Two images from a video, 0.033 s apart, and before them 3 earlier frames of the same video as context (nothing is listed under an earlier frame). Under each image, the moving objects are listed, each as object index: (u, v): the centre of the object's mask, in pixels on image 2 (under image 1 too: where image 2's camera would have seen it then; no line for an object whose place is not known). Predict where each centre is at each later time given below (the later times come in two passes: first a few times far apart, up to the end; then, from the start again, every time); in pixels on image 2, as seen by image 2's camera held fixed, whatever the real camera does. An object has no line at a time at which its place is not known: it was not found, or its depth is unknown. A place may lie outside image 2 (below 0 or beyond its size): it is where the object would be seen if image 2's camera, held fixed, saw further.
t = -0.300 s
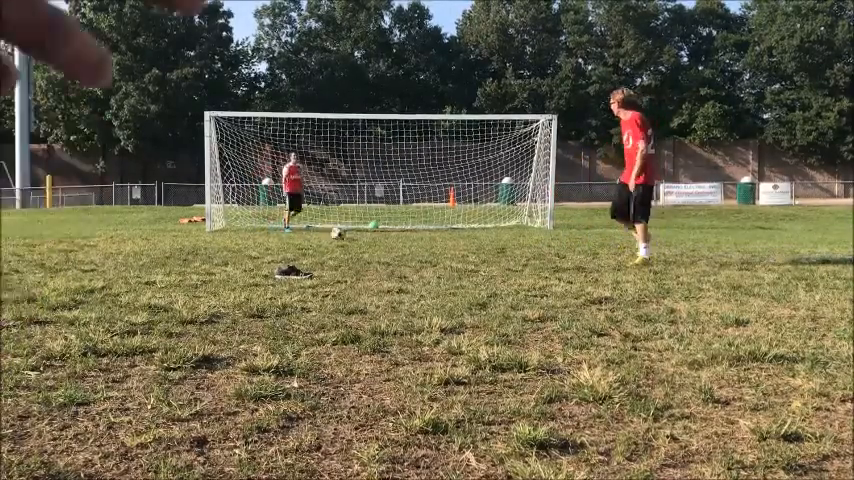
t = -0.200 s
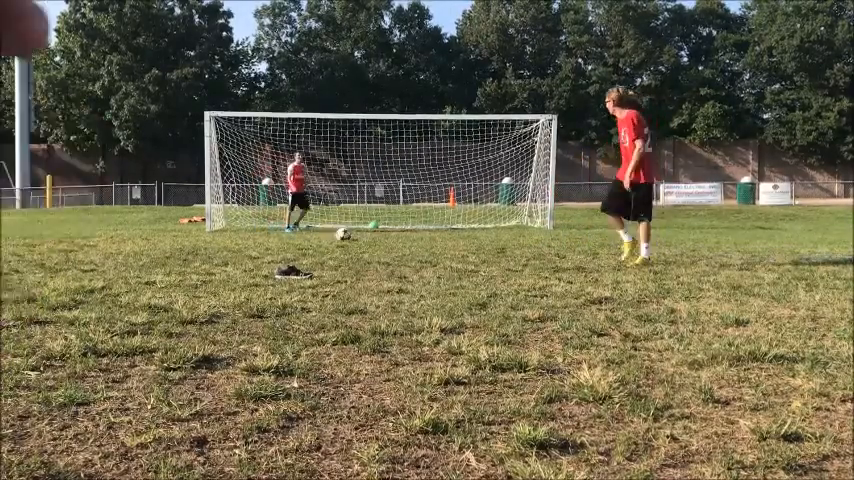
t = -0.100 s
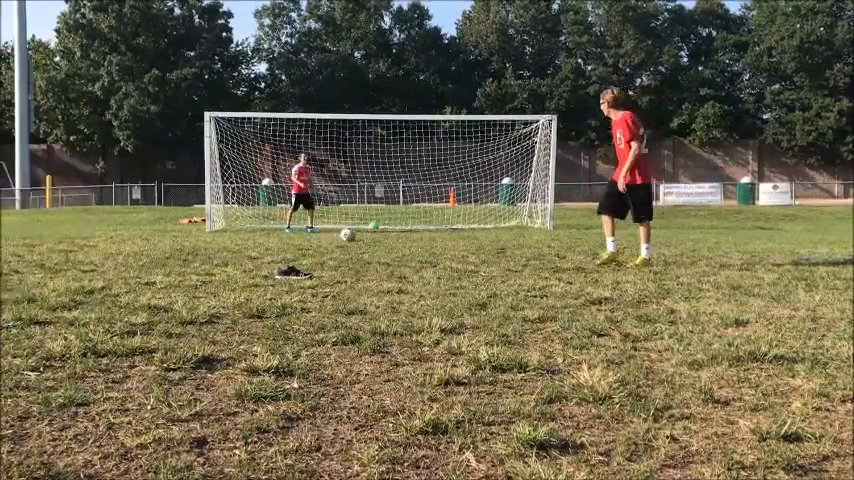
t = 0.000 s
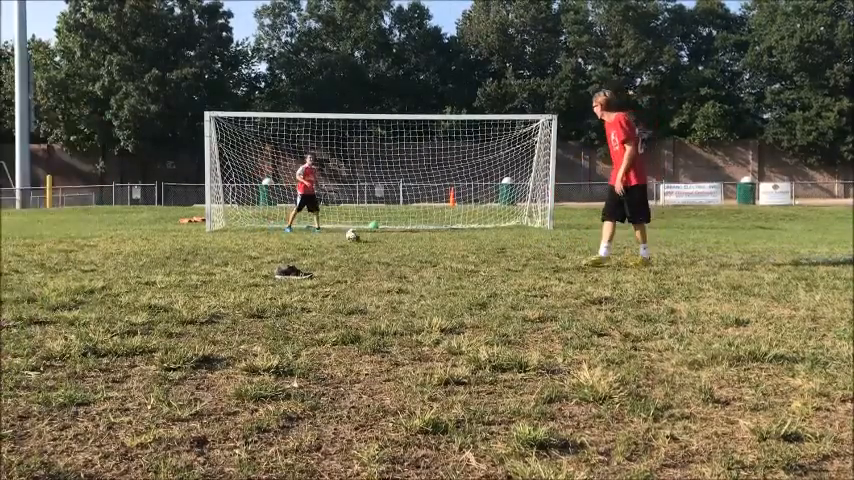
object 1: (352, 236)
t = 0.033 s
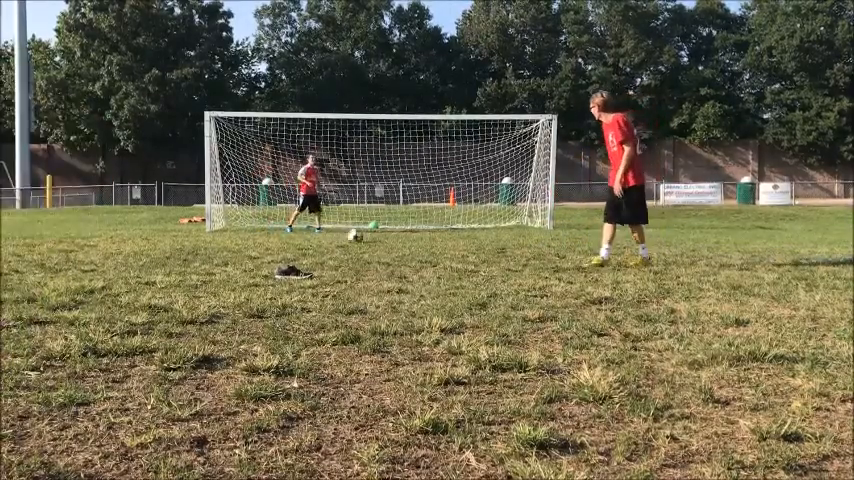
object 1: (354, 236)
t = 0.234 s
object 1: (366, 237)
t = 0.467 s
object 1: (380, 238)
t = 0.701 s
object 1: (393, 240)
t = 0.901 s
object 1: (407, 242)
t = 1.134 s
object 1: (424, 246)
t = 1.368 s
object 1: (443, 248)
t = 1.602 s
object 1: (461, 250)
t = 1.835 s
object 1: (478, 253)
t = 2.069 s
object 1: (495, 256)
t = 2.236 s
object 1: (507, 256)
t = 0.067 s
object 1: (356, 236)
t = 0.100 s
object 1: (359, 235)
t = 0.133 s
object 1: (360, 235)
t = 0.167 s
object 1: (361, 235)
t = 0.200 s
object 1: (362, 236)
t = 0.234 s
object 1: (366, 237)
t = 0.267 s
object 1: (368, 237)
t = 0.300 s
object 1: (370, 236)
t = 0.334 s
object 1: (372, 237)
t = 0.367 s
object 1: (374, 237)
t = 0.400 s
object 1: (377, 238)
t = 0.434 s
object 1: (378, 239)
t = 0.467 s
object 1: (380, 238)
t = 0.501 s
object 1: (382, 238)
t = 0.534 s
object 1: (384, 239)
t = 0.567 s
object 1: (386, 240)
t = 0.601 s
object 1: (389, 240)
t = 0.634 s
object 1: (390, 240)
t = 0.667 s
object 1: (393, 240)
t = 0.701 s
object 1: (393, 240)
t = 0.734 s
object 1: (395, 242)
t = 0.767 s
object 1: (398, 242)
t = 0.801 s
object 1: (401, 241)
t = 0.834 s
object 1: (403, 243)
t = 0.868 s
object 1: (405, 243)
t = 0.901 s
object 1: (407, 242)
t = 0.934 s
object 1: (409, 244)
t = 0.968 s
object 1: (412, 244)
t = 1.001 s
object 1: (414, 244)
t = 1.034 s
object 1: (417, 245)
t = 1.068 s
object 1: (419, 244)
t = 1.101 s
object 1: (423, 245)
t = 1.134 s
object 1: (424, 246)
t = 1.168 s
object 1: (427, 246)
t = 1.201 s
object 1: (430, 246)
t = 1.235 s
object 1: (433, 247)
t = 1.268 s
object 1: (436, 247)
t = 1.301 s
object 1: (438, 248)
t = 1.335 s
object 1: (441, 248)
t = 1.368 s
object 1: (443, 248)
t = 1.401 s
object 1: (446, 248)
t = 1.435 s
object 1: (449, 249)
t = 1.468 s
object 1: (452, 249)
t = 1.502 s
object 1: (454, 250)
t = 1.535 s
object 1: (456, 250)
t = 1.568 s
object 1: (459, 250)
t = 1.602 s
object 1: (461, 250)
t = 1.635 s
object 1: (464, 251)
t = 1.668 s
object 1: (467, 251)
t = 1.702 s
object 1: (469, 251)
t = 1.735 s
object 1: (471, 252)
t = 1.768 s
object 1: (473, 253)
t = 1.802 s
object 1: (475, 253)
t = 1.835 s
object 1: (478, 253)
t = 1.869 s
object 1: (480, 255)
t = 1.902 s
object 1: (483, 254)
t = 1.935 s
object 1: (485, 255)
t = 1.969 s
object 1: (488, 255)
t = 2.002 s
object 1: (490, 255)
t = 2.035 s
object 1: (493, 255)
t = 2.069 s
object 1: (495, 256)
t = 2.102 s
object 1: (498, 256)
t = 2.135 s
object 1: (500, 256)
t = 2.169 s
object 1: (503, 257)
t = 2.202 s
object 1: (505, 257)
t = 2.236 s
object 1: (507, 256)
